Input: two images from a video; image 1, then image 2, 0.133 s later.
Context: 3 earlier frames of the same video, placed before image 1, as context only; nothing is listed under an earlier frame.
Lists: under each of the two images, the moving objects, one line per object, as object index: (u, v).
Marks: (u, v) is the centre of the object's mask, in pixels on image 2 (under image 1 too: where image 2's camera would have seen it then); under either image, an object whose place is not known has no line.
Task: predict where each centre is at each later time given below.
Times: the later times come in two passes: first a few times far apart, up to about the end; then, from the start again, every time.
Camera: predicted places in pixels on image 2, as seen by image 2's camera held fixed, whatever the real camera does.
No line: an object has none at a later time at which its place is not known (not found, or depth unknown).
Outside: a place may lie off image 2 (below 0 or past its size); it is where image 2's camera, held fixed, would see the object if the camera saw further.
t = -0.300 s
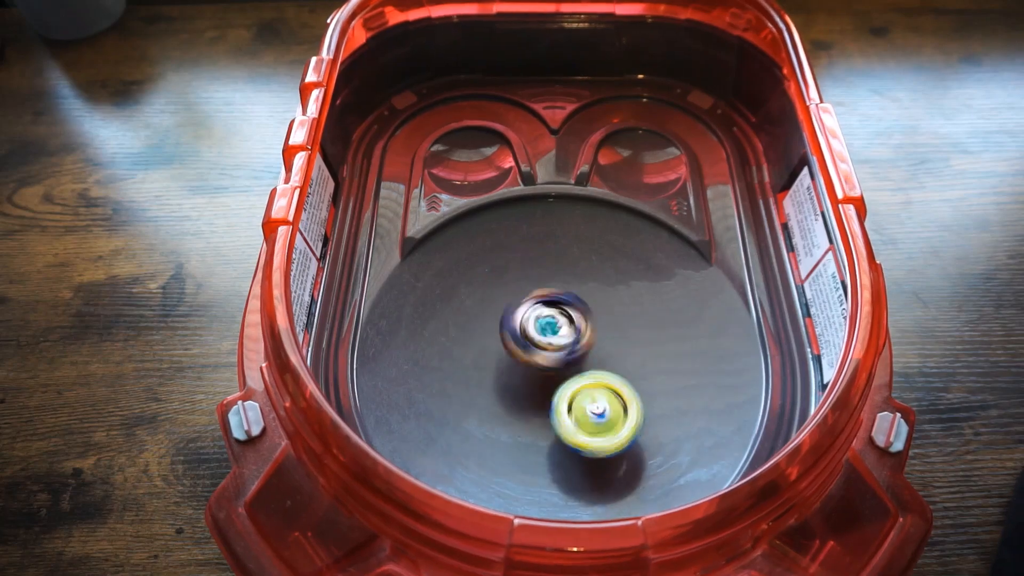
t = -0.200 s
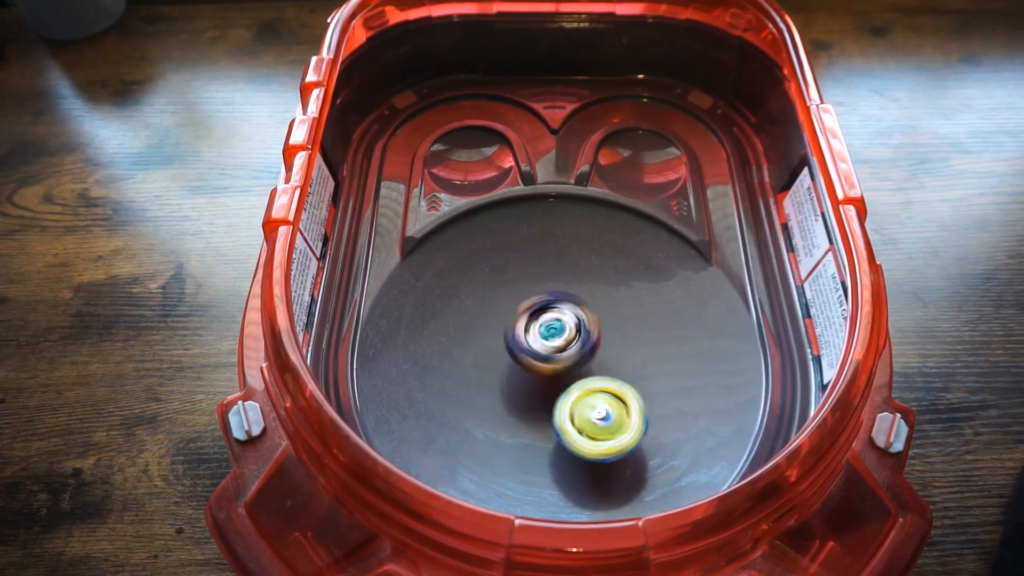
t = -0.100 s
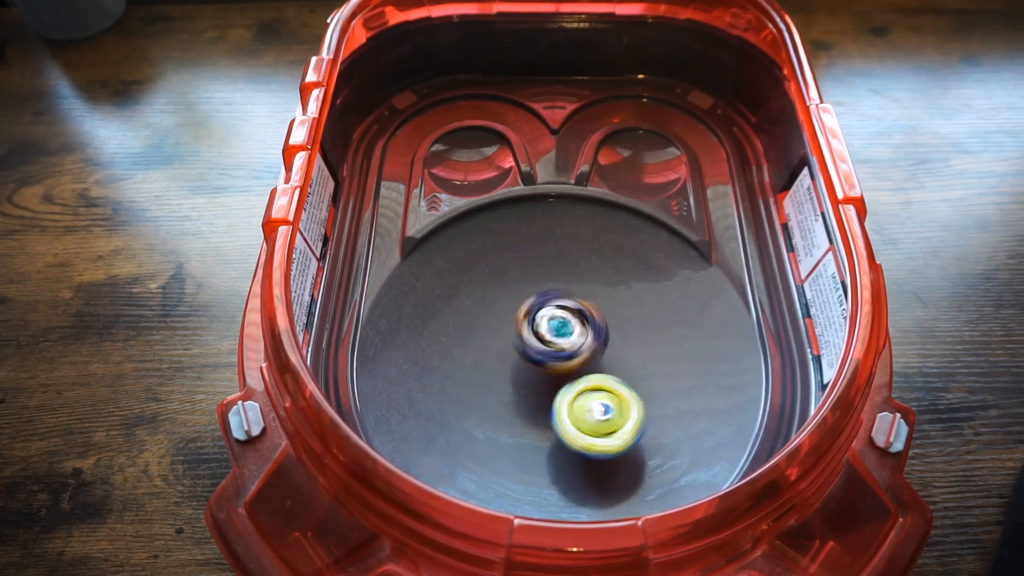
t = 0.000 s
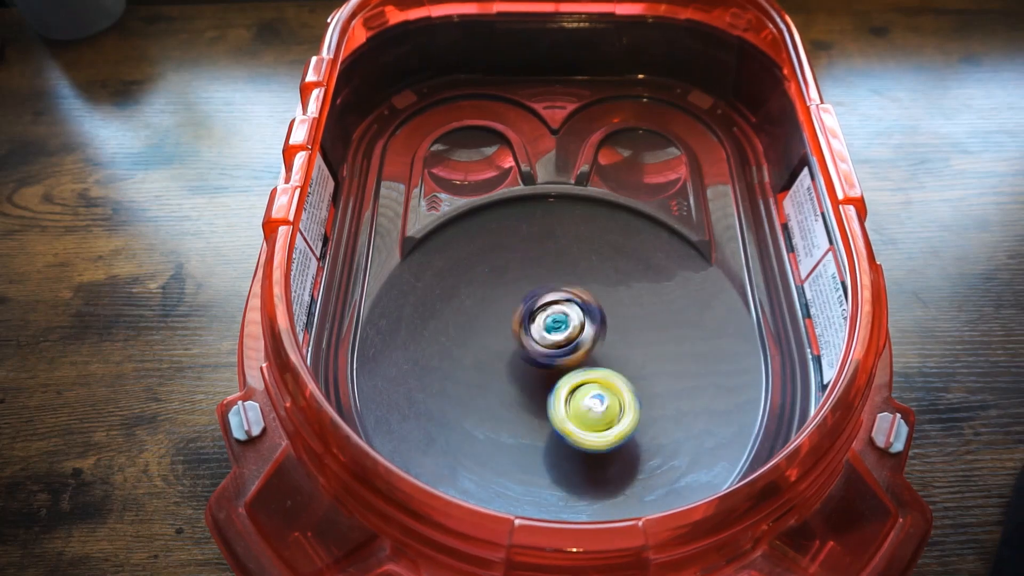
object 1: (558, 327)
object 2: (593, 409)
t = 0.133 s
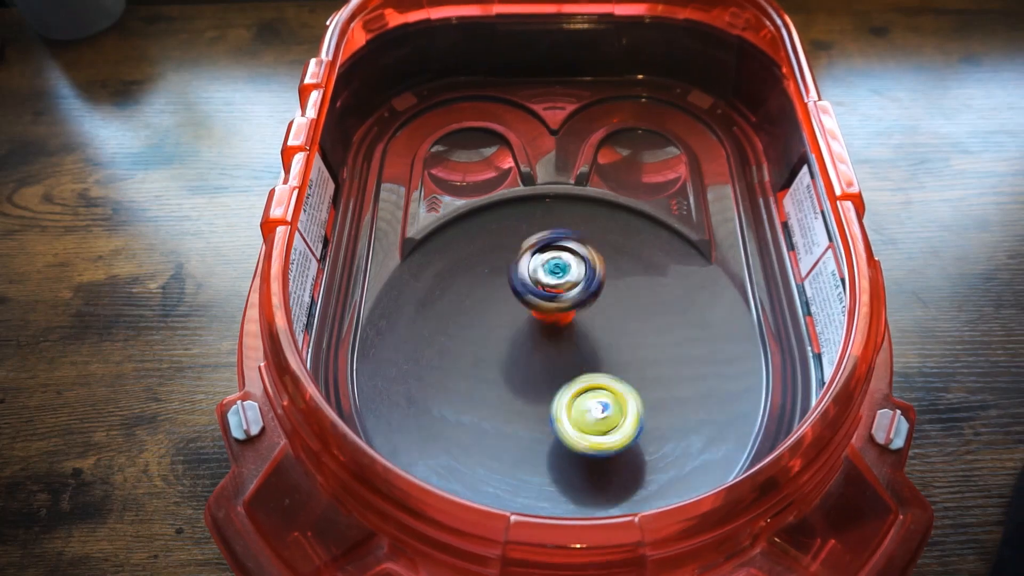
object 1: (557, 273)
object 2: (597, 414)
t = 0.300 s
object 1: (554, 279)
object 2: (586, 396)
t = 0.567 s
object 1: (543, 291)
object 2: (543, 376)
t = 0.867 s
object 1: (537, 299)
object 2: (526, 393)
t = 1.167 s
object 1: (540, 291)
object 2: (533, 354)
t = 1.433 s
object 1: (547, 295)
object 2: (529, 363)
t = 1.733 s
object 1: (551, 292)
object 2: (527, 351)
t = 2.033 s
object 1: (550, 291)
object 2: (535, 351)
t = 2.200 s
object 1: (552, 289)
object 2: (534, 346)
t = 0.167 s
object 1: (557, 277)
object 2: (597, 413)
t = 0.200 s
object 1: (559, 277)
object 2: (595, 410)
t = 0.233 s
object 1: (559, 271)
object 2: (595, 406)
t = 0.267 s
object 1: (556, 272)
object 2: (591, 402)
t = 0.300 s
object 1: (554, 279)
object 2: (586, 396)
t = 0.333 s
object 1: (560, 283)
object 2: (583, 391)
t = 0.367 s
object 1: (569, 283)
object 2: (575, 386)
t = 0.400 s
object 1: (573, 283)
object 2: (568, 379)
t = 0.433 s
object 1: (572, 285)
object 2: (563, 373)
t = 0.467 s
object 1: (566, 286)
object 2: (560, 368)
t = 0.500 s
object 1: (558, 291)
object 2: (555, 366)
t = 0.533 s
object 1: (551, 291)
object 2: (548, 373)
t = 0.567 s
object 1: (543, 291)
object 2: (543, 376)
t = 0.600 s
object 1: (540, 291)
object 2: (542, 380)
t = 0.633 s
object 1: (536, 291)
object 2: (542, 383)
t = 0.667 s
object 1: (534, 293)
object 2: (539, 388)
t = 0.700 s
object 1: (534, 294)
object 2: (533, 390)
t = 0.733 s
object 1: (536, 296)
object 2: (531, 391)
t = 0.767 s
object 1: (537, 298)
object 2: (528, 394)
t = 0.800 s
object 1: (537, 299)
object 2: (525, 394)
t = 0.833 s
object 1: (537, 300)
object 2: (525, 394)
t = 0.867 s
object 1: (537, 299)
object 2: (526, 393)
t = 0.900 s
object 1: (537, 300)
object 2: (526, 392)
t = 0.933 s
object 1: (537, 300)
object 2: (528, 389)
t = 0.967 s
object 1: (537, 300)
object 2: (530, 384)
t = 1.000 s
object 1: (537, 299)
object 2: (532, 379)
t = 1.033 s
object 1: (537, 298)
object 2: (533, 373)
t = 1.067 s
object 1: (537, 297)
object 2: (534, 368)
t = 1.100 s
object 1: (537, 295)
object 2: (536, 364)
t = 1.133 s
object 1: (537, 293)
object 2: (536, 357)
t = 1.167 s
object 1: (540, 291)
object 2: (533, 354)
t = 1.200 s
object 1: (543, 292)
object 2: (529, 354)
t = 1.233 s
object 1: (546, 292)
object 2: (527, 354)
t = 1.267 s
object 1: (547, 294)
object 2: (527, 355)
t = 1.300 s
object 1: (547, 295)
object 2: (525, 359)
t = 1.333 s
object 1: (547, 295)
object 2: (524, 361)
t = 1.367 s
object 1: (547, 295)
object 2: (523, 362)
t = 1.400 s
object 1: (547, 295)
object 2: (526, 362)
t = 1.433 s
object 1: (547, 295)
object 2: (529, 363)
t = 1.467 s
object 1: (546, 294)
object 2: (530, 362)
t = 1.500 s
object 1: (546, 294)
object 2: (530, 361)
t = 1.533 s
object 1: (546, 294)
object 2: (531, 358)
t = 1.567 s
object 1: (547, 292)
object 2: (533, 355)
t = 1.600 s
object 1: (549, 293)
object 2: (531, 355)
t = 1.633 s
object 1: (550, 293)
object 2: (530, 355)
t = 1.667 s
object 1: (550, 293)
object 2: (529, 353)
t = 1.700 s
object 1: (550, 292)
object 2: (528, 352)
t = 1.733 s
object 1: (551, 292)
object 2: (527, 351)
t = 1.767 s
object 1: (551, 292)
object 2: (525, 351)
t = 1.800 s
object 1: (551, 292)
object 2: (524, 351)
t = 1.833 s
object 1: (551, 292)
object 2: (525, 351)
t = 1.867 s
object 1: (551, 292)
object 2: (525, 352)
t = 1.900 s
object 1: (551, 292)
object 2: (527, 352)
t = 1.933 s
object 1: (551, 291)
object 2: (528, 352)
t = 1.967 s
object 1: (551, 291)
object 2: (530, 351)
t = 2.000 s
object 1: (551, 291)
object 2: (532, 351)
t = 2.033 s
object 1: (550, 291)
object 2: (535, 351)
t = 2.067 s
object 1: (551, 290)
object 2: (537, 349)
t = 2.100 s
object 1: (552, 289)
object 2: (537, 349)
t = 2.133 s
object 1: (552, 290)
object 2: (537, 349)
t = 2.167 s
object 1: (552, 290)
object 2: (536, 347)
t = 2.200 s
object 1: (552, 289)
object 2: (534, 346)
